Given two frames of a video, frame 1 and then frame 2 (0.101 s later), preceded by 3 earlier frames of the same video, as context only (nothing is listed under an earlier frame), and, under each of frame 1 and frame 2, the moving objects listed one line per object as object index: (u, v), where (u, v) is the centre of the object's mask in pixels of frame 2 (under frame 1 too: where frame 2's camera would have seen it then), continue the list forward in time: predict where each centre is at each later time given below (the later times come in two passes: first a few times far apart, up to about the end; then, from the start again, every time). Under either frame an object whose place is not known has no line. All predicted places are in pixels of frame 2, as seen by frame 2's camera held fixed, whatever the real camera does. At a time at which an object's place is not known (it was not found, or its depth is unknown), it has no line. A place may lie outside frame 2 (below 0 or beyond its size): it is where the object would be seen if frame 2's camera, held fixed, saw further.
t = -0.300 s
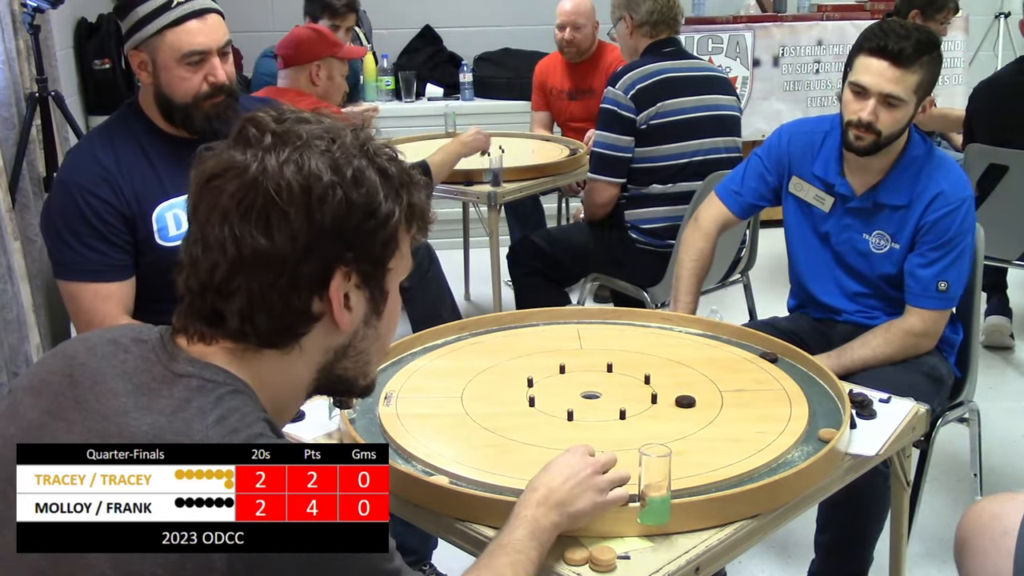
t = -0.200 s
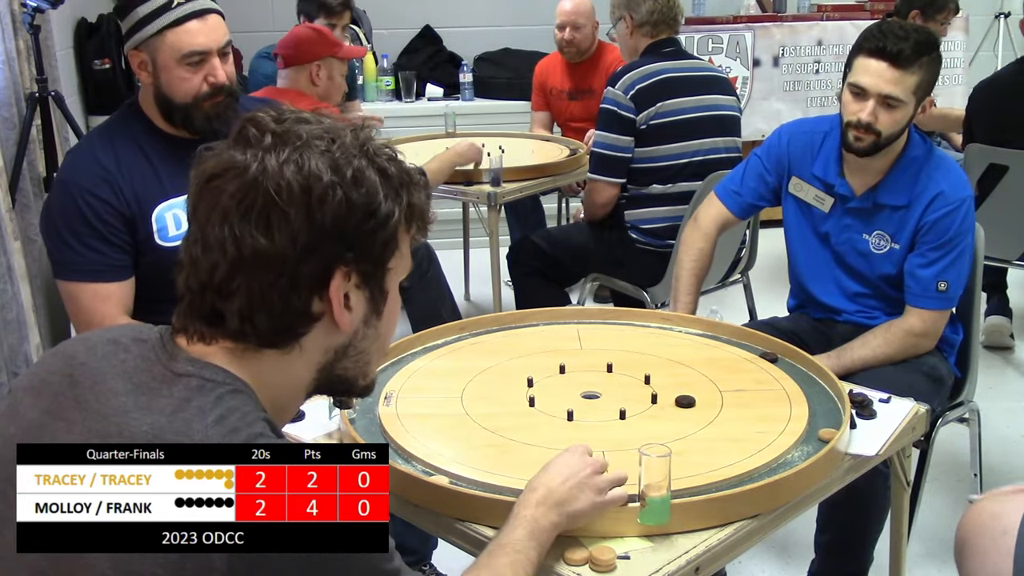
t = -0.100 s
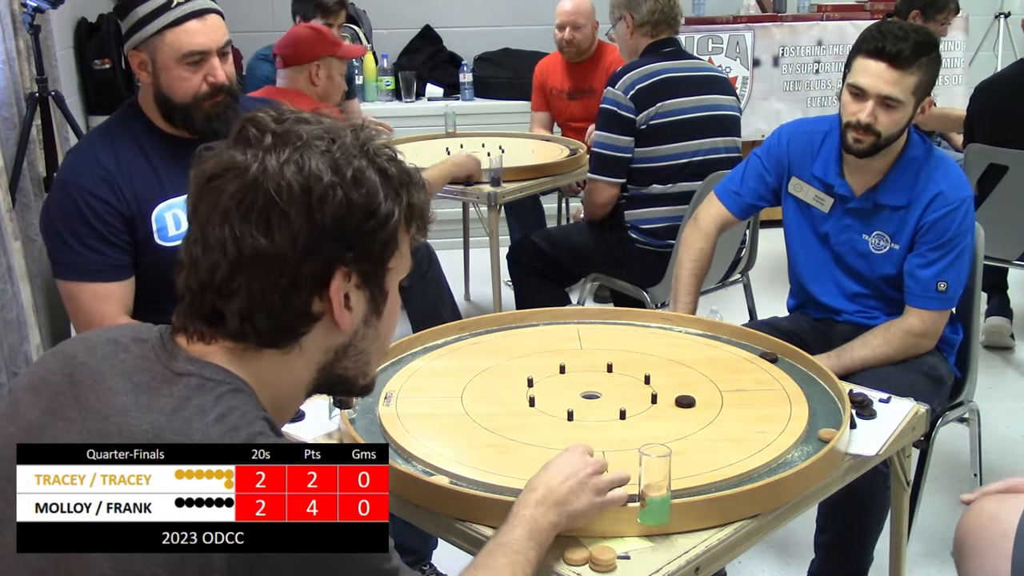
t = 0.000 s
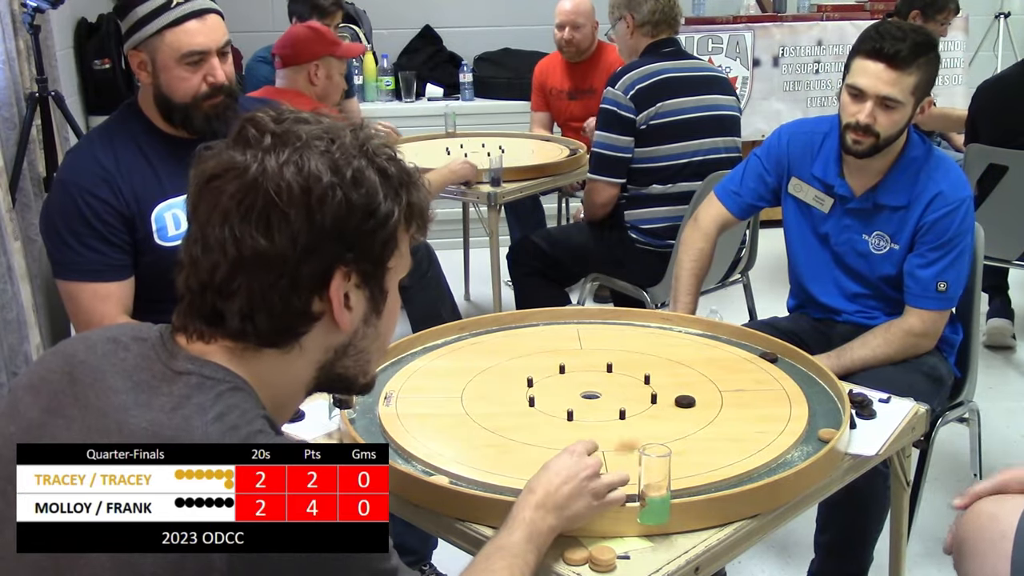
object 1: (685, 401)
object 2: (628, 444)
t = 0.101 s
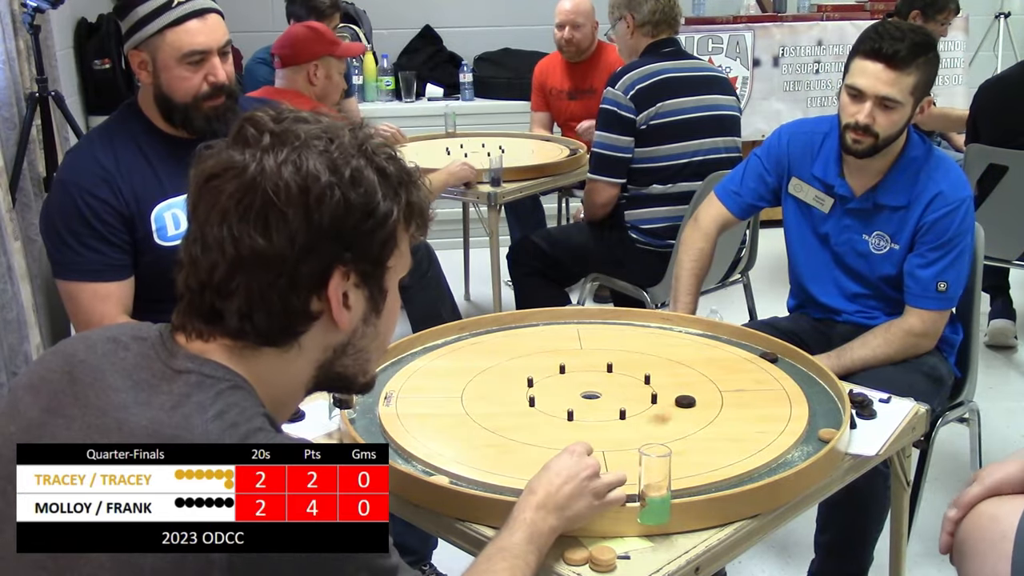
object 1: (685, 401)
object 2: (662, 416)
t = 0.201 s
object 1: (703, 392)
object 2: (666, 403)
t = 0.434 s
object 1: (757, 364)
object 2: (671, 403)
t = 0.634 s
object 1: (777, 358)
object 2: (672, 403)
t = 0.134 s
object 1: (686, 401)
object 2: (669, 407)
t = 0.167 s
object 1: (693, 397)
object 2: (668, 405)
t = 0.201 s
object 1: (703, 392)
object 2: (666, 403)
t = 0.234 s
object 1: (713, 387)
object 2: (666, 402)
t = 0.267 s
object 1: (723, 382)
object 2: (668, 403)
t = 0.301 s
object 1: (731, 378)
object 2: (670, 403)
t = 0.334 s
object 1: (739, 374)
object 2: (671, 403)
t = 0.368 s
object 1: (746, 370)
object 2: (671, 403)
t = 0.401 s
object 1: (752, 367)
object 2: (672, 403)
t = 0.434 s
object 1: (757, 364)
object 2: (671, 403)
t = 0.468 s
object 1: (763, 361)
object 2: (671, 403)
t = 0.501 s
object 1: (768, 358)
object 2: (672, 403)
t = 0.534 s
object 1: (771, 357)
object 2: (672, 403)
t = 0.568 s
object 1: (773, 358)
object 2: (672, 403)
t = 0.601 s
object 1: (776, 357)
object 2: (672, 403)
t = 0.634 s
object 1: (777, 358)
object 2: (672, 403)
